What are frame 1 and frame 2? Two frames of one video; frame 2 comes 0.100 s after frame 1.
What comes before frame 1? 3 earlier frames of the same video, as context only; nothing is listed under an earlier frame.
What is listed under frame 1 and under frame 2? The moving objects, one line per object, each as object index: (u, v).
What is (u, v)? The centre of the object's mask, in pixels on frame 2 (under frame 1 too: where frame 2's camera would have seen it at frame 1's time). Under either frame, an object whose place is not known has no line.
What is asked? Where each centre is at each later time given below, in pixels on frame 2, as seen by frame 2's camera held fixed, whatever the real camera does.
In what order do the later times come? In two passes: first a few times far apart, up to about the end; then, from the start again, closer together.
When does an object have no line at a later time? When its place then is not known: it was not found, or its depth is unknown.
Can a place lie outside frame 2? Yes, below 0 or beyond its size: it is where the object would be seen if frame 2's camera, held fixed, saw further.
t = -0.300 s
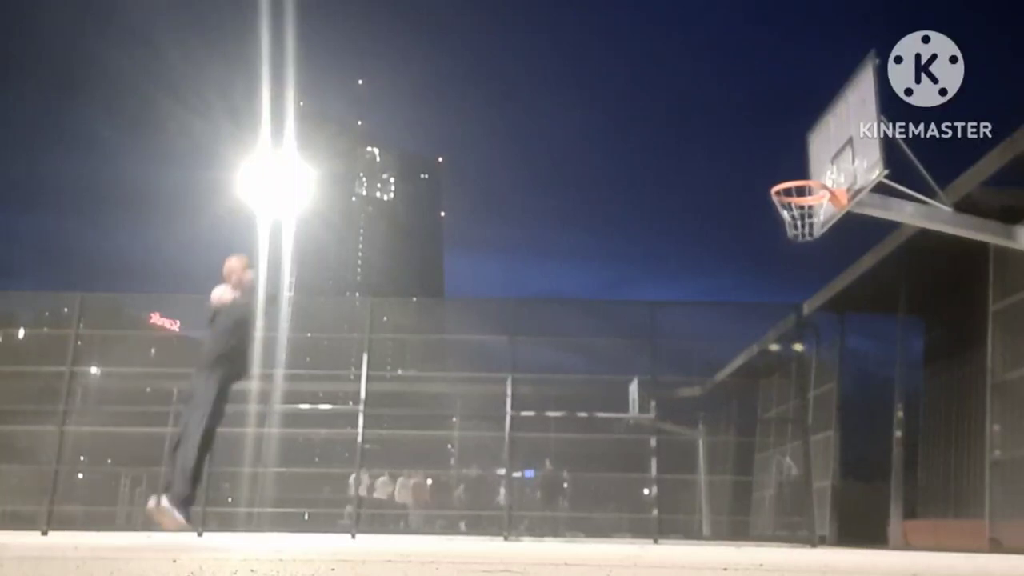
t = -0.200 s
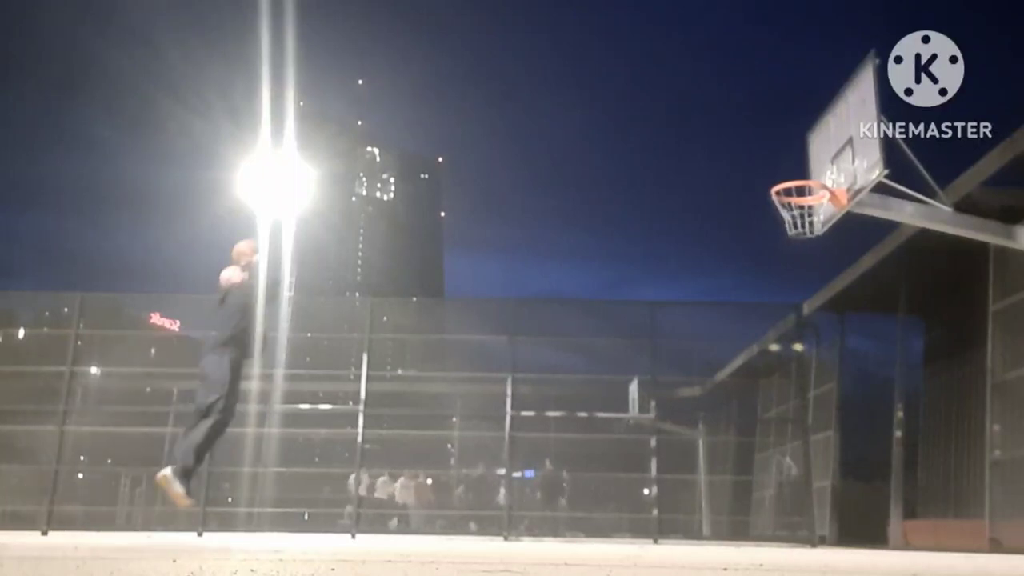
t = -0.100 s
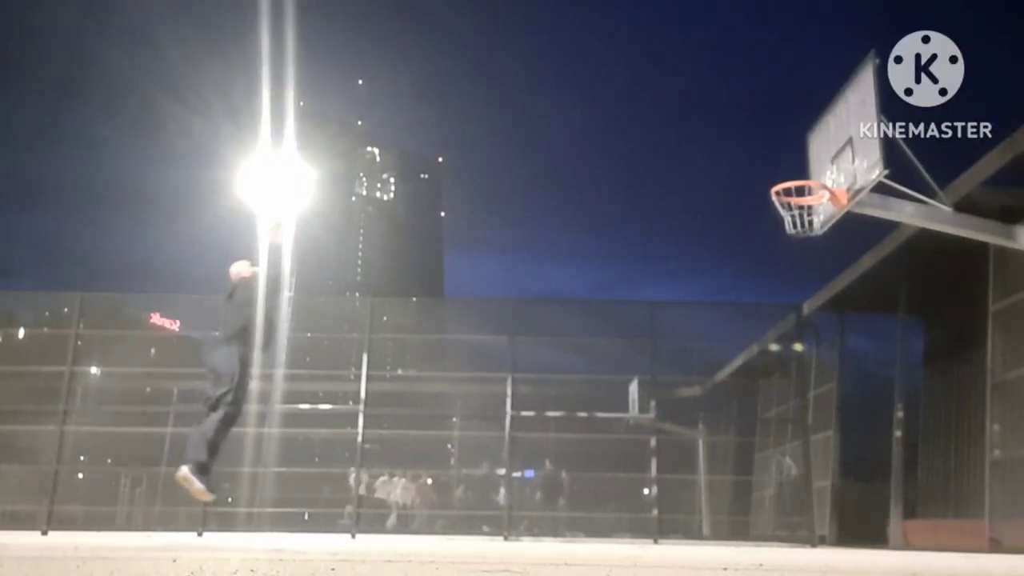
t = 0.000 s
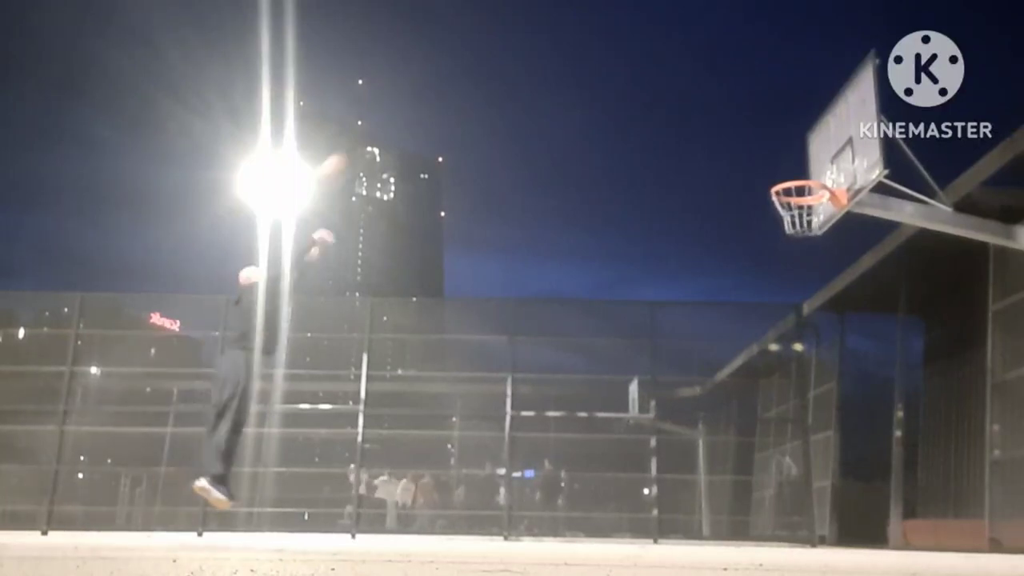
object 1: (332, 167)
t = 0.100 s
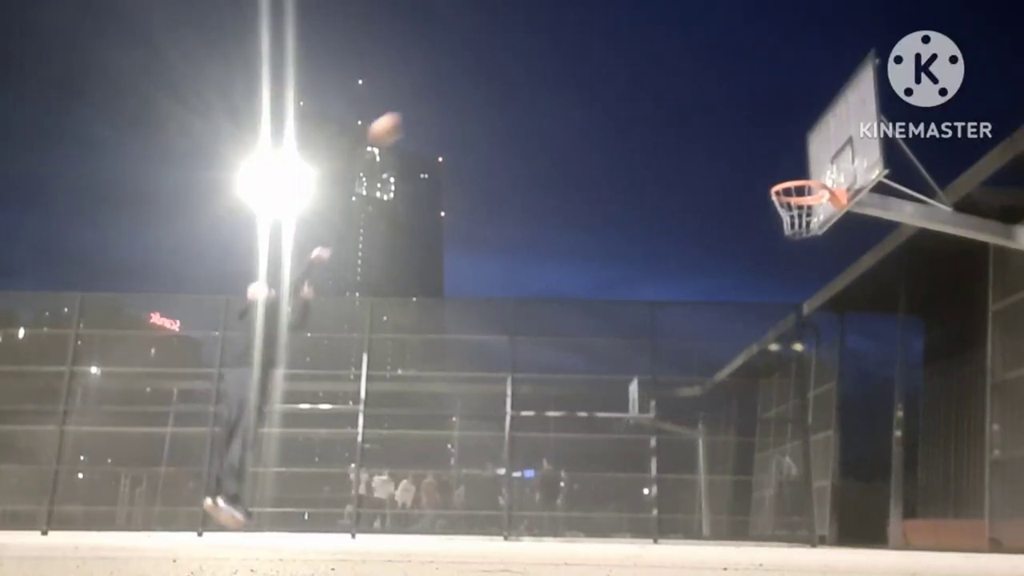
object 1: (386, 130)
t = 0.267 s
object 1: (468, 86)
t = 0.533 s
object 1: (590, 77)
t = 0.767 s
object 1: (694, 127)
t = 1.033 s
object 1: (703, 185)
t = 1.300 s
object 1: (584, 229)
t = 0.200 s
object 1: (436, 100)
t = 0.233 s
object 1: (452, 92)
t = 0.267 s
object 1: (468, 86)
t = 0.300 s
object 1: (484, 81)
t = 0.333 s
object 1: (499, 77)
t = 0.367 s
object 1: (514, 74)
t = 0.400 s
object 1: (530, 73)
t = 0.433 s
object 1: (545, 72)
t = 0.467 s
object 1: (560, 72)
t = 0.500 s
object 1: (576, 74)
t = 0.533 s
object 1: (590, 77)
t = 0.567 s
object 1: (606, 80)
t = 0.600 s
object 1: (621, 85)
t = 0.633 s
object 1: (635, 91)
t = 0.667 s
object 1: (650, 98)
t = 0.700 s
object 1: (665, 107)
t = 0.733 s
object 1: (679, 116)
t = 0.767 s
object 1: (694, 127)
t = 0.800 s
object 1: (709, 138)
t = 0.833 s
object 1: (724, 151)
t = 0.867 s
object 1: (739, 165)
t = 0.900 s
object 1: (754, 179)
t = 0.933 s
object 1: (752, 186)
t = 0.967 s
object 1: (735, 184)
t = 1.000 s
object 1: (719, 184)
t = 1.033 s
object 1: (703, 185)
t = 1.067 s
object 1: (688, 186)
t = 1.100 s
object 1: (672, 189)
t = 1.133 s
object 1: (657, 193)
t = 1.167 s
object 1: (643, 198)
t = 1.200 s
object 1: (628, 204)
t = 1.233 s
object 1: (613, 211)
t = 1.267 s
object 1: (599, 219)
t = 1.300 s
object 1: (584, 229)
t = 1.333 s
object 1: (569, 239)
